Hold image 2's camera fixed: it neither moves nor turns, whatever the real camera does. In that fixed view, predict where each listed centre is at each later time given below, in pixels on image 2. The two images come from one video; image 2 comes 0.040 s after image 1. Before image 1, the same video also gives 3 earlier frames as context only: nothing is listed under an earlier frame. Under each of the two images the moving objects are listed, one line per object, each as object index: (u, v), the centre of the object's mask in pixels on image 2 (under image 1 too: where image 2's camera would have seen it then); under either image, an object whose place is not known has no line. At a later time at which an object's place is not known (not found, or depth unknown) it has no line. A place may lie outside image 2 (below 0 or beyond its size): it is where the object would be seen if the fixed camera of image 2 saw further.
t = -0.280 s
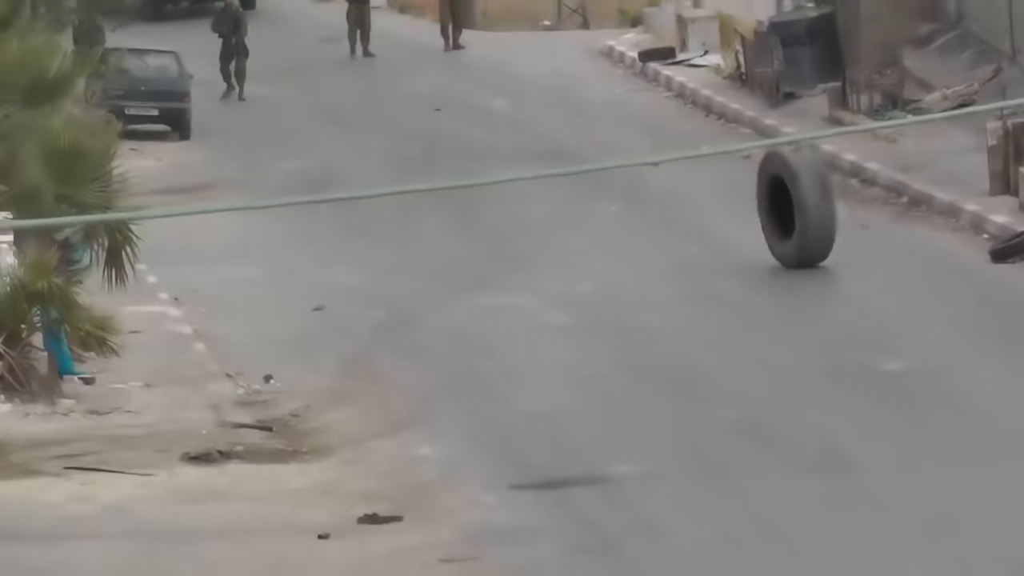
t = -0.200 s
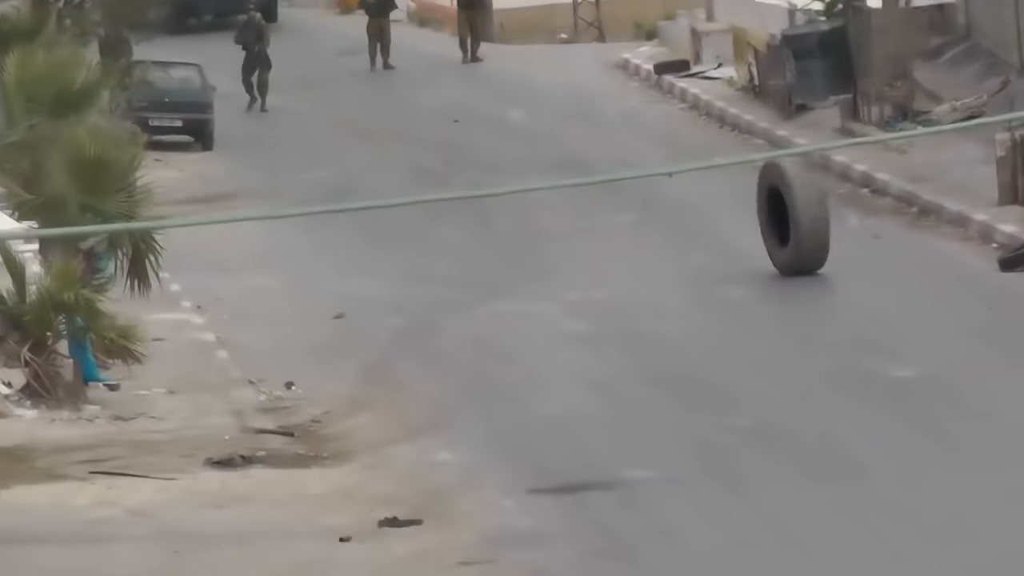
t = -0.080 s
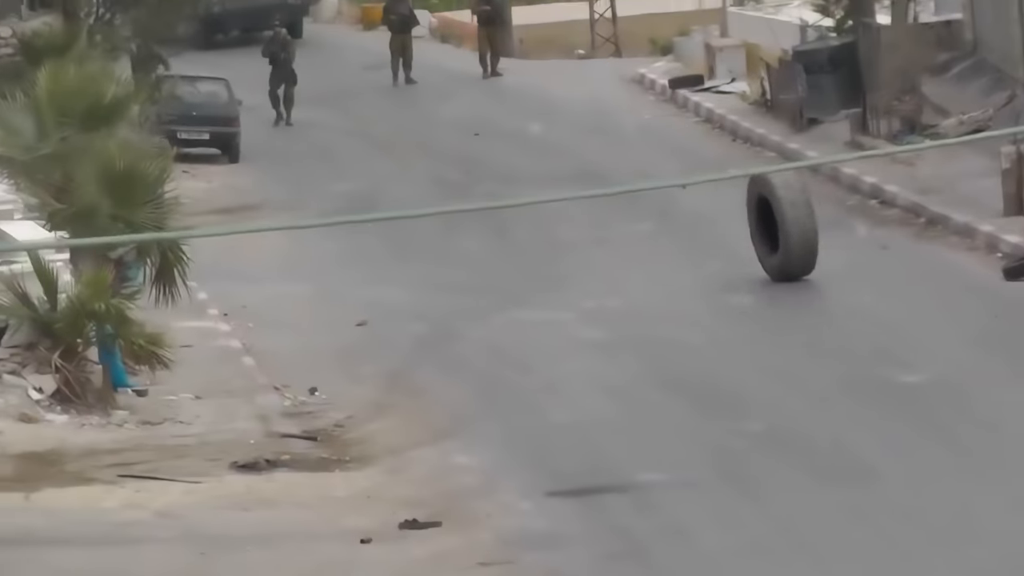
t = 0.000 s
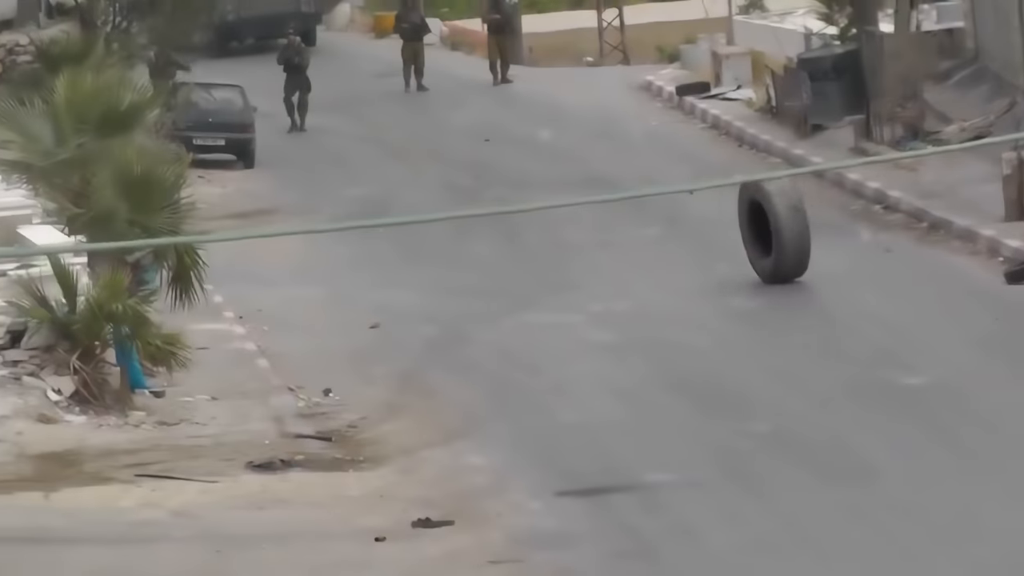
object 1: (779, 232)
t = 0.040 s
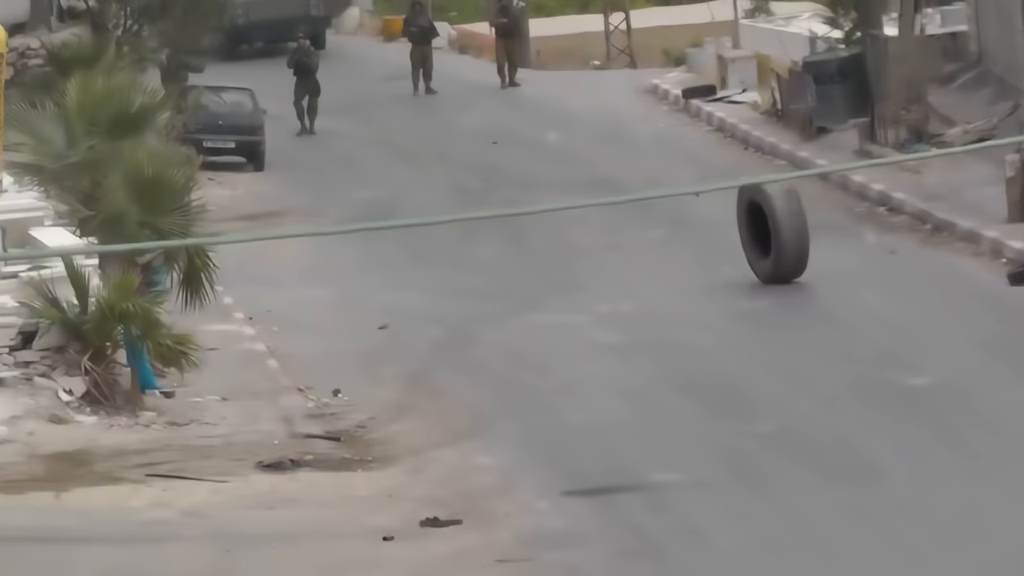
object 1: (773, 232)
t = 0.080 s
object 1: (768, 231)
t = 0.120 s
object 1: (762, 231)
